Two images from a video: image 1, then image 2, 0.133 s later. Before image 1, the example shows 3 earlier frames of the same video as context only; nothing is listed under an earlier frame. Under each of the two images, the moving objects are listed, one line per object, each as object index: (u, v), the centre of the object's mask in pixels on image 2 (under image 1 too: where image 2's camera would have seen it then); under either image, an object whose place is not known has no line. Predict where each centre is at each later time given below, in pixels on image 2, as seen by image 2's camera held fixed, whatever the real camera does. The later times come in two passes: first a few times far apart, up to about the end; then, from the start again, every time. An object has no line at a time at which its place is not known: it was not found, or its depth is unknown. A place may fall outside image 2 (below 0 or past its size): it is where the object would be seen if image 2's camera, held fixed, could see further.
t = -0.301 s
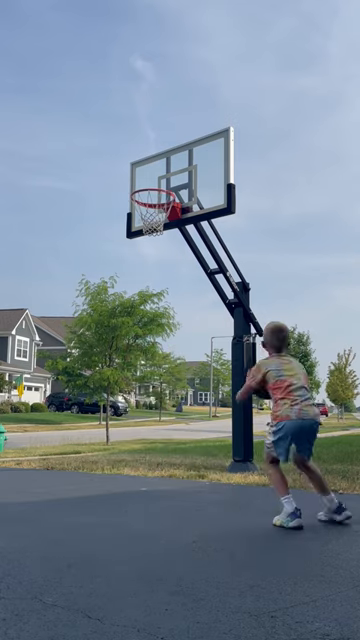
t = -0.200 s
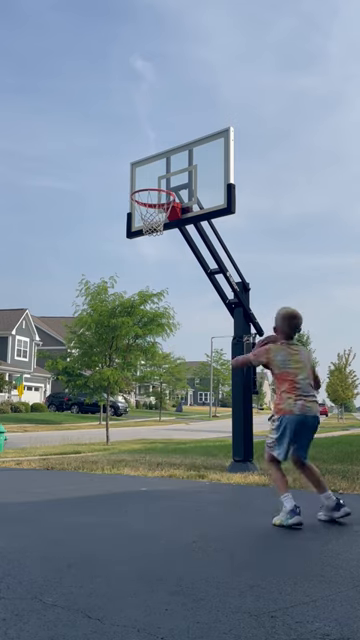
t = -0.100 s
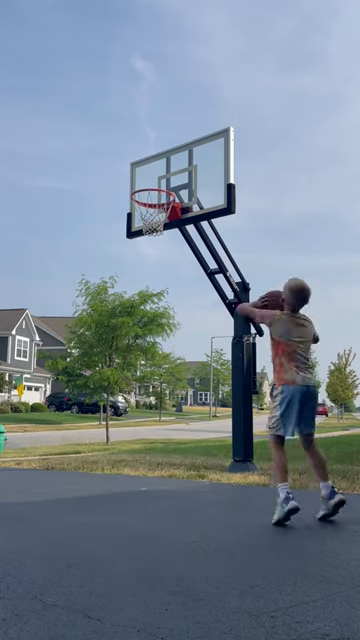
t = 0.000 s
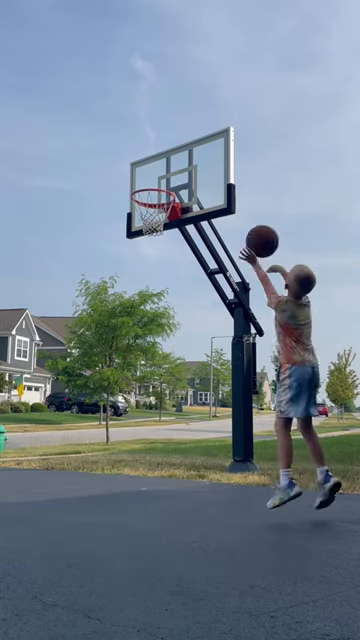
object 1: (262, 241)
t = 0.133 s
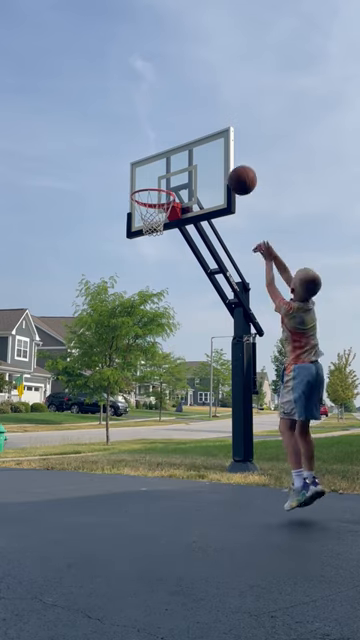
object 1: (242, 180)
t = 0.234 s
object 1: (230, 155)
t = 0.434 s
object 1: (211, 143)
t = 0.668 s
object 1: (187, 169)
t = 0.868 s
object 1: (142, 199)
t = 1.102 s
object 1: (154, 224)
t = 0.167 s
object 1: (238, 170)
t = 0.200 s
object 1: (234, 162)
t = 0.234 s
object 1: (230, 155)
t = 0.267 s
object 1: (226, 150)
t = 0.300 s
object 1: (223, 146)
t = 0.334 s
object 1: (219, 144)
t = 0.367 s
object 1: (216, 143)
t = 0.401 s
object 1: (213, 142)
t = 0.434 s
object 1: (211, 143)
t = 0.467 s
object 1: (208, 145)
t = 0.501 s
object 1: (206, 148)
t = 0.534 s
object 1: (203, 151)
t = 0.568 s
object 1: (201, 156)
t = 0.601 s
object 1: (198, 161)
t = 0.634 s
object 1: (195, 167)
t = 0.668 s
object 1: (187, 169)
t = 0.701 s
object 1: (180, 171)
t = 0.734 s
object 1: (173, 175)
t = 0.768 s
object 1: (165, 179)
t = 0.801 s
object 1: (157, 185)
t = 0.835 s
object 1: (150, 192)
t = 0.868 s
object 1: (142, 199)
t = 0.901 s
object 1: (140, 206)
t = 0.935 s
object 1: (139, 211)
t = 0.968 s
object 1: (142, 216)
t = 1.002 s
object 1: (144, 217)
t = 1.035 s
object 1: (148, 220)
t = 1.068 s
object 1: (151, 222)
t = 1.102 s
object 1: (154, 224)
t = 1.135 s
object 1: (157, 225)
